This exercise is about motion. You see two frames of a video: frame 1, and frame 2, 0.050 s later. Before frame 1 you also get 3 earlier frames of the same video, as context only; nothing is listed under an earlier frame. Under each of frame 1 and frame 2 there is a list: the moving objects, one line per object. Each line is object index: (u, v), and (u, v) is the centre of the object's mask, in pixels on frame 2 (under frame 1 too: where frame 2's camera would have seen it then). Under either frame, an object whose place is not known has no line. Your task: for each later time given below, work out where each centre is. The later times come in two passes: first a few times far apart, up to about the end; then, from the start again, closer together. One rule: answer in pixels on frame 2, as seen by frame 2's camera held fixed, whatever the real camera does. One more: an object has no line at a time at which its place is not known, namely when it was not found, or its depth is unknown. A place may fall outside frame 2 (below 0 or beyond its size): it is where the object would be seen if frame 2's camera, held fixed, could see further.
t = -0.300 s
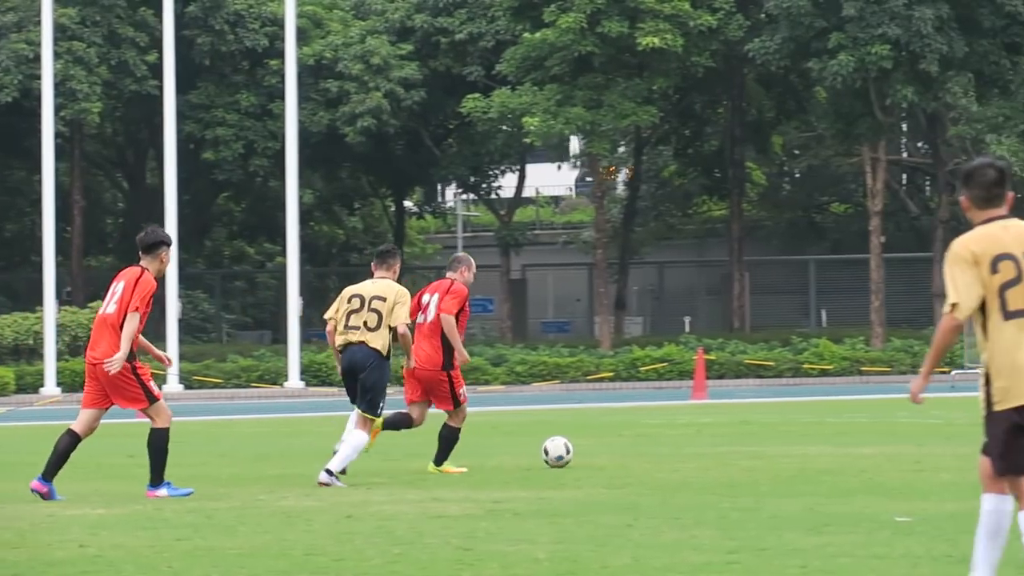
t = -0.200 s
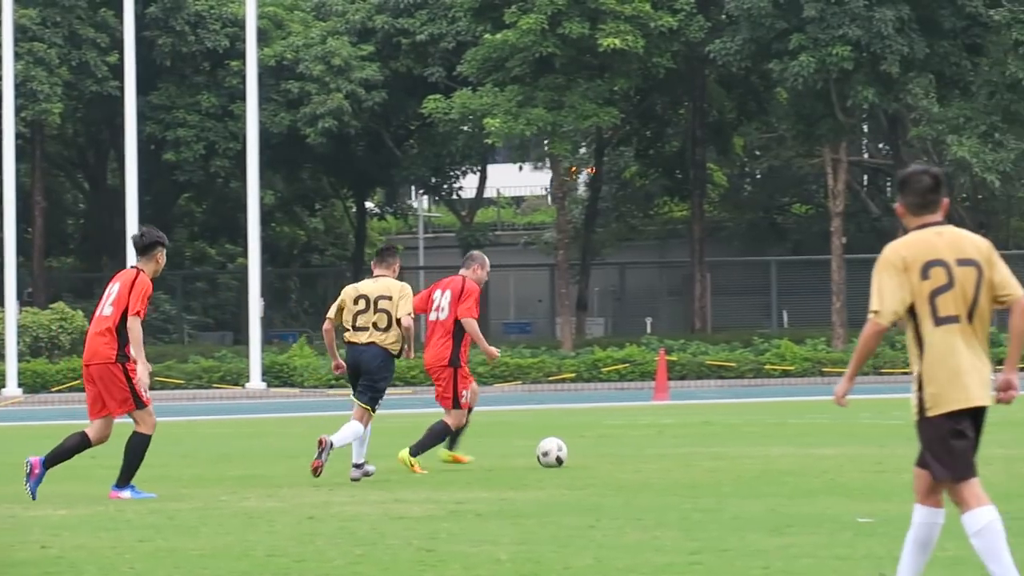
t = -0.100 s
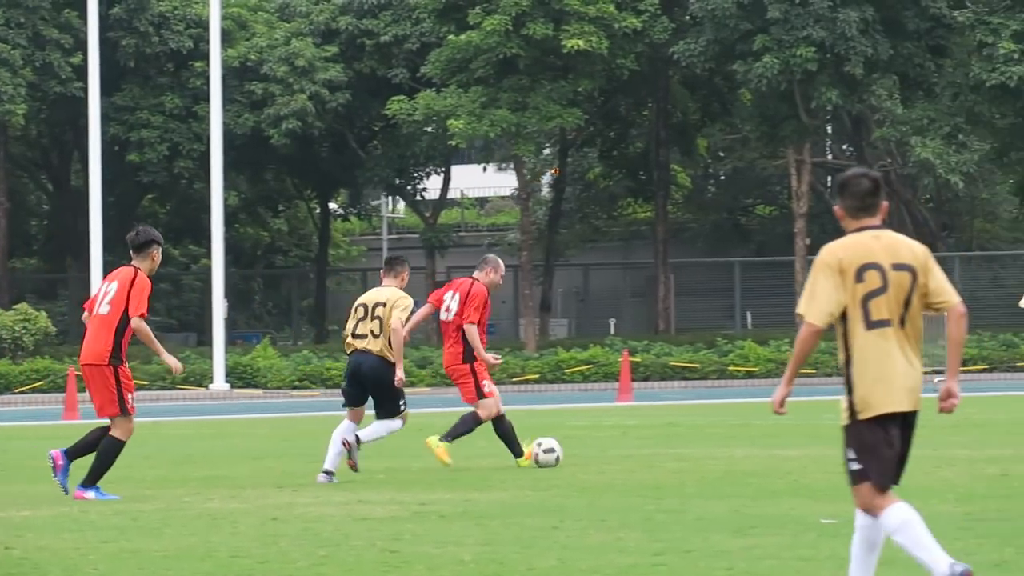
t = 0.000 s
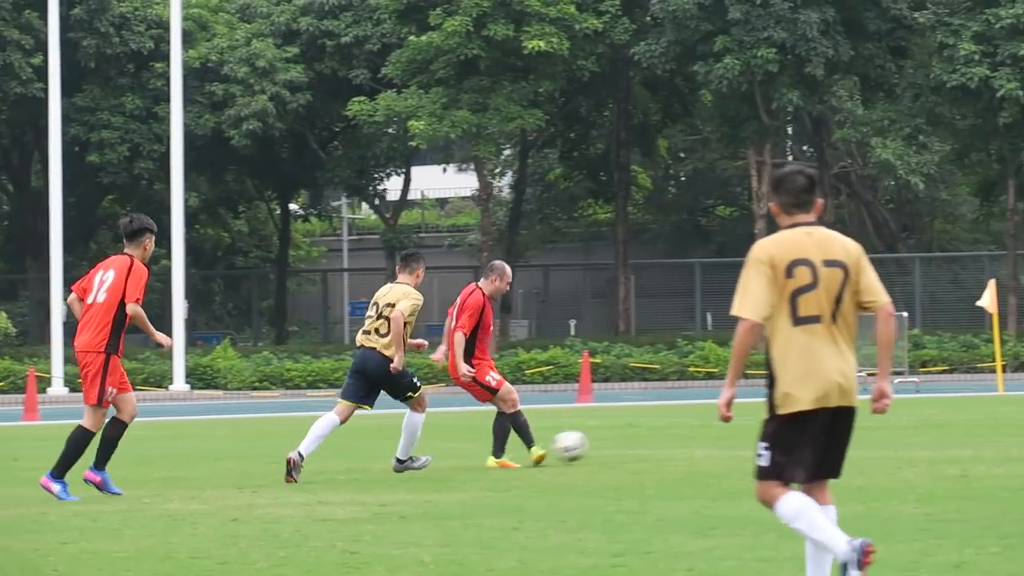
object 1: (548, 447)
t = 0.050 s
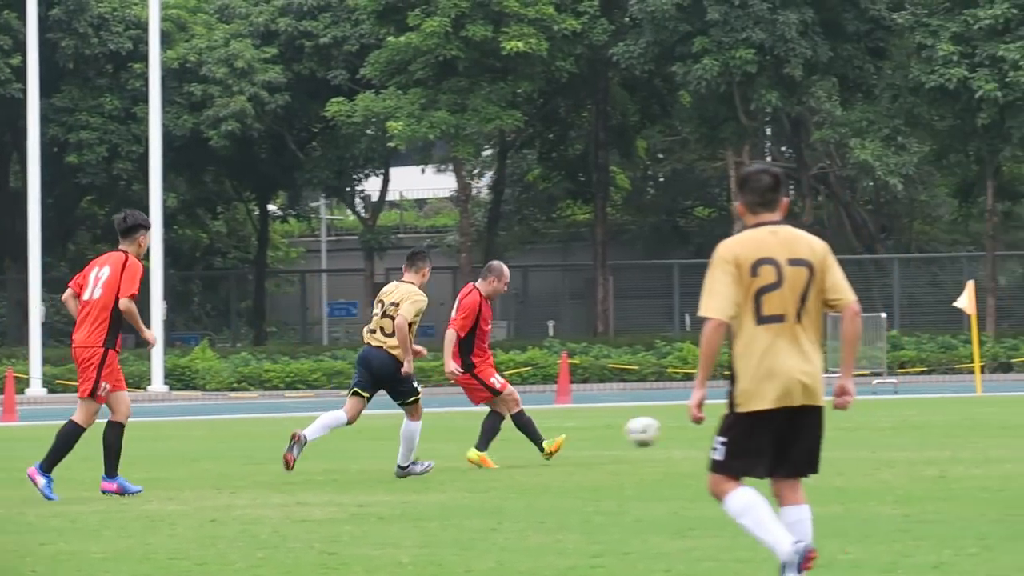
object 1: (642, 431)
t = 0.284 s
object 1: (1073, 412)
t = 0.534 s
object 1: (1519, 411)
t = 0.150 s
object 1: (828, 412)
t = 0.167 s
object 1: (860, 410)
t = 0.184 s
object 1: (890, 409)
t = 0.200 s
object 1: (920, 408)
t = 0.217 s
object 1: (952, 408)
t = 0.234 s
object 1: (982, 408)
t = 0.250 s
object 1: (1013, 409)
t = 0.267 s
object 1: (1043, 410)
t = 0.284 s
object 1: (1073, 412)
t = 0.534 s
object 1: (1519, 411)
